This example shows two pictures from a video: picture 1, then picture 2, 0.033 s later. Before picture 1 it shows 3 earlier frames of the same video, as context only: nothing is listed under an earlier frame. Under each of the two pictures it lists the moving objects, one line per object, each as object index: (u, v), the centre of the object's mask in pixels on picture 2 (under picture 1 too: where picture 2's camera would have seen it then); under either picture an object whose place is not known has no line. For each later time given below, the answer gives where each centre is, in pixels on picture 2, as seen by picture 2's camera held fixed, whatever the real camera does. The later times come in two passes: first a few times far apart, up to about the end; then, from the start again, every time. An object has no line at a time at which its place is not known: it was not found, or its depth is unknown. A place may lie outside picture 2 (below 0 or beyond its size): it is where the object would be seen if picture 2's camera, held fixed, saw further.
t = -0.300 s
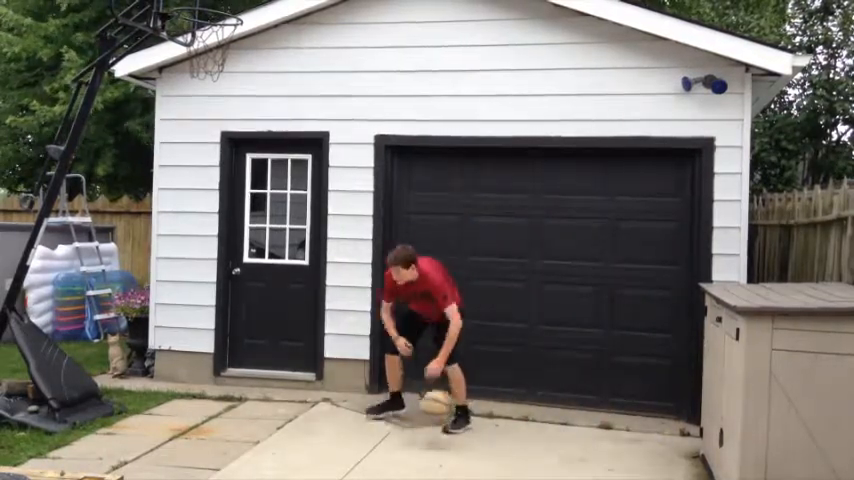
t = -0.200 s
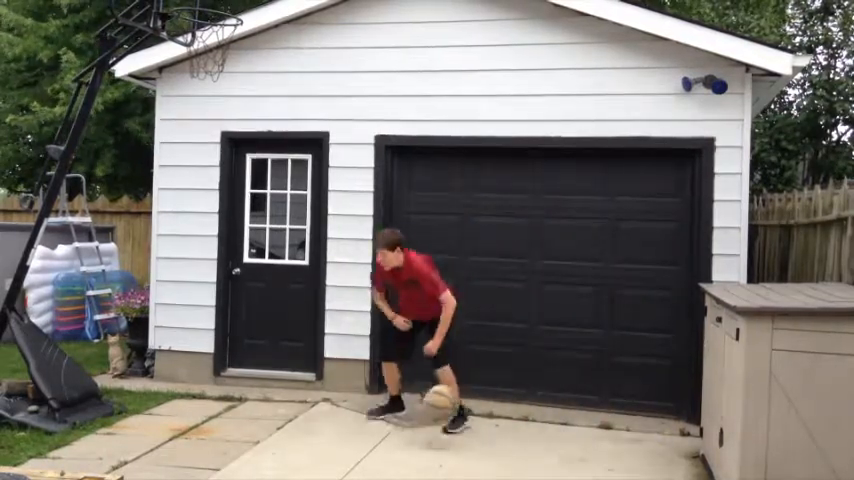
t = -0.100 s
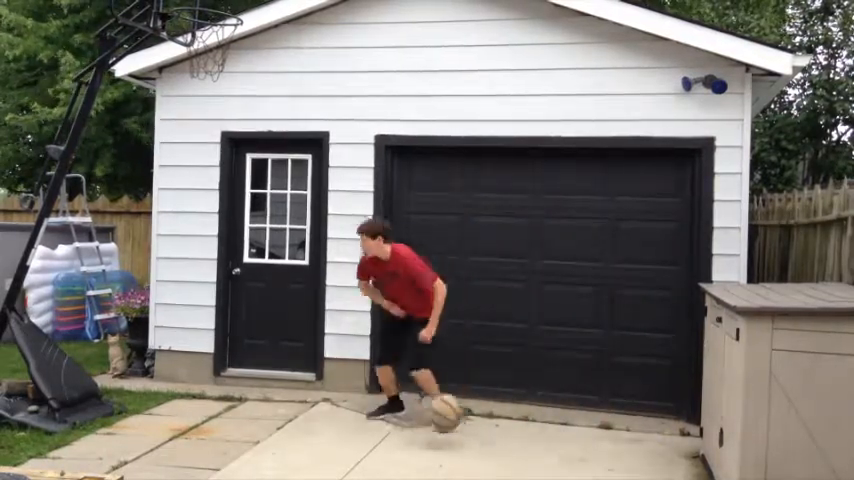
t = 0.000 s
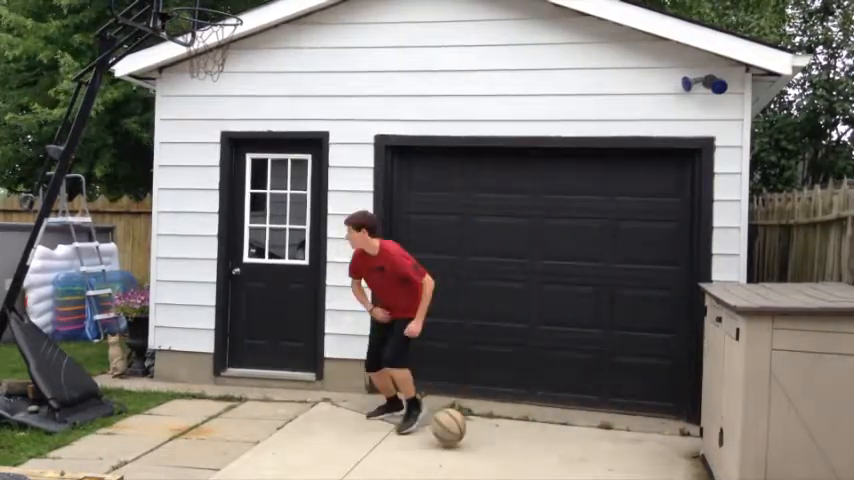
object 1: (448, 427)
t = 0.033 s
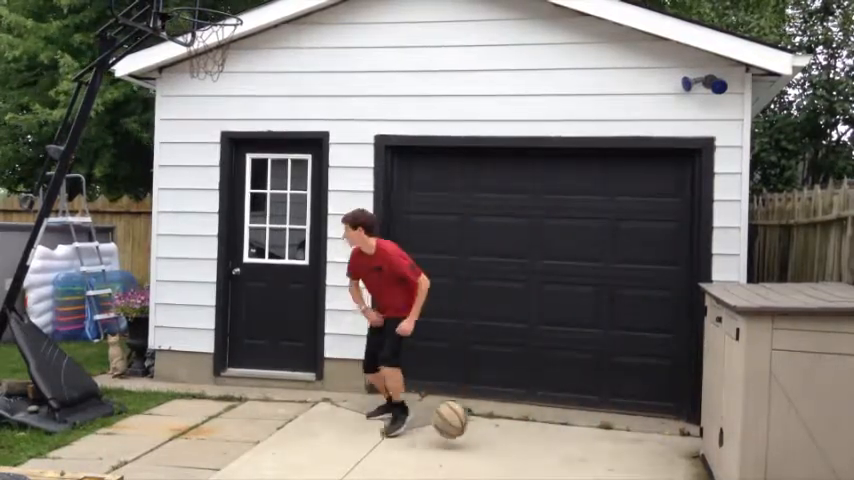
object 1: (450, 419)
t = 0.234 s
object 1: (458, 415)
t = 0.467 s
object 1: (467, 417)
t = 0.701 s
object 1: (478, 422)
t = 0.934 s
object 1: (488, 428)
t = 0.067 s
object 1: (452, 415)
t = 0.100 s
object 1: (454, 412)
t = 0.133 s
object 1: (455, 410)
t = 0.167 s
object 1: (456, 411)
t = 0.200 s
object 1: (457, 412)
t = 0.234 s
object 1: (458, 415)
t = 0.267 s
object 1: (460, 419)
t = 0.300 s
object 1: (461, 427)
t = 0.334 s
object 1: (462, 427)
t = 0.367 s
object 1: (463, 422)
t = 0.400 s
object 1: (464, 419)
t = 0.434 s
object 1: (466, 417)
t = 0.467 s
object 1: (467, 417)
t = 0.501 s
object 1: (469, 417)
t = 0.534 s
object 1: (471, 421)
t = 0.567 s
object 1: (472, 425)
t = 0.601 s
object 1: (474, 431)
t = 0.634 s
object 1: (475, 427)
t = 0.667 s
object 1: (477, 423)
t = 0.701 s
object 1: (478, 422)
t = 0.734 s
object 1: (480, 422)
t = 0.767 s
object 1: (481, 423)
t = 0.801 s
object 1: (482, 426)
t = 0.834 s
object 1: (483, 431)
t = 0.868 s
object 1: (485, 431)
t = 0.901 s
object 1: (487, 429)
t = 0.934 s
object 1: (488, 428)
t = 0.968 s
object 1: (490, 428)
